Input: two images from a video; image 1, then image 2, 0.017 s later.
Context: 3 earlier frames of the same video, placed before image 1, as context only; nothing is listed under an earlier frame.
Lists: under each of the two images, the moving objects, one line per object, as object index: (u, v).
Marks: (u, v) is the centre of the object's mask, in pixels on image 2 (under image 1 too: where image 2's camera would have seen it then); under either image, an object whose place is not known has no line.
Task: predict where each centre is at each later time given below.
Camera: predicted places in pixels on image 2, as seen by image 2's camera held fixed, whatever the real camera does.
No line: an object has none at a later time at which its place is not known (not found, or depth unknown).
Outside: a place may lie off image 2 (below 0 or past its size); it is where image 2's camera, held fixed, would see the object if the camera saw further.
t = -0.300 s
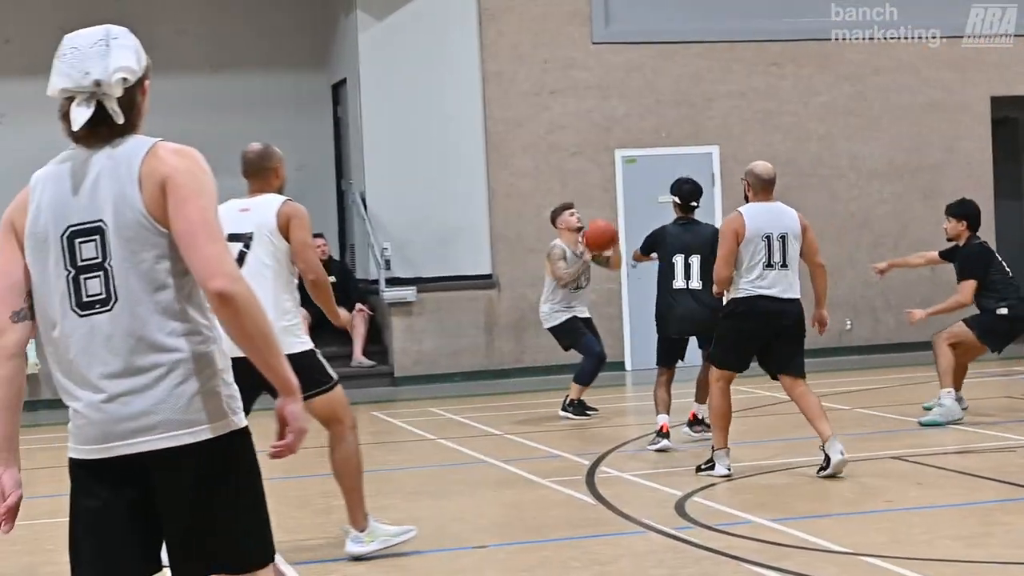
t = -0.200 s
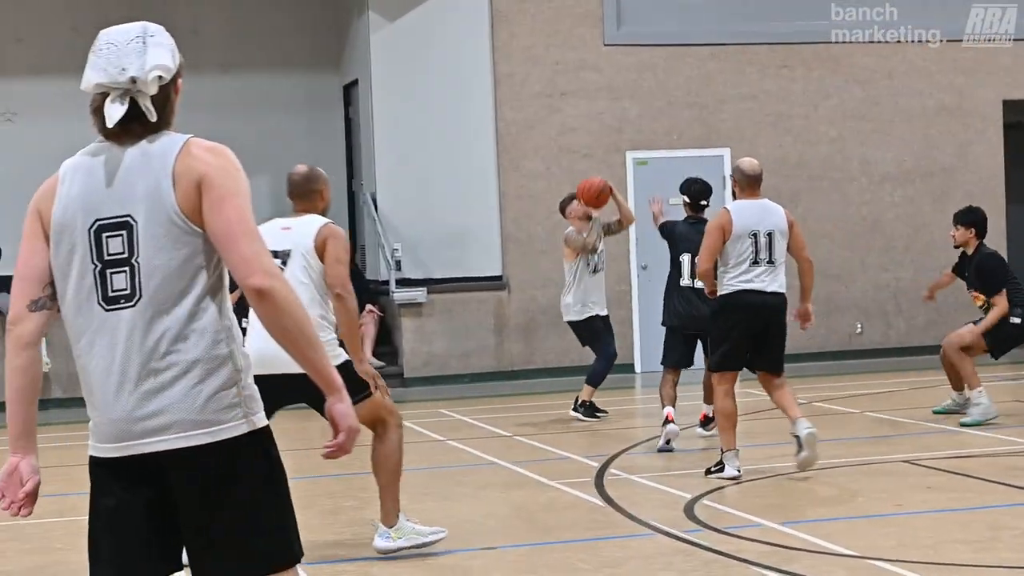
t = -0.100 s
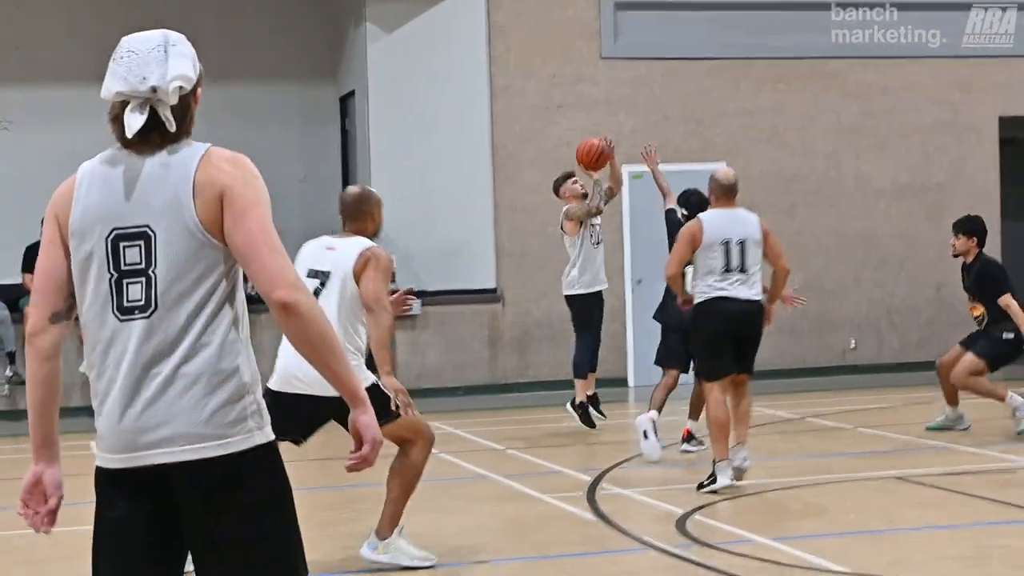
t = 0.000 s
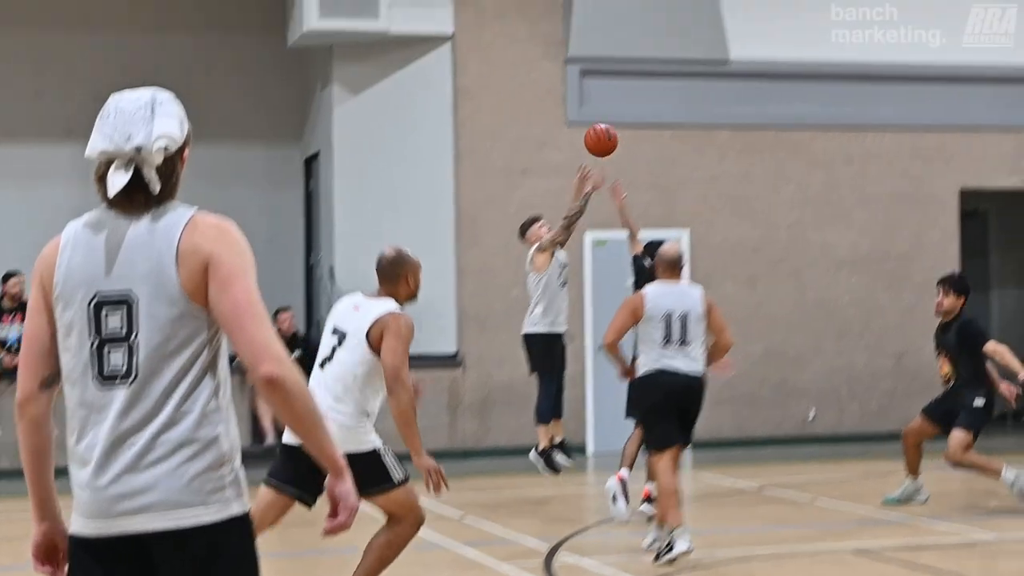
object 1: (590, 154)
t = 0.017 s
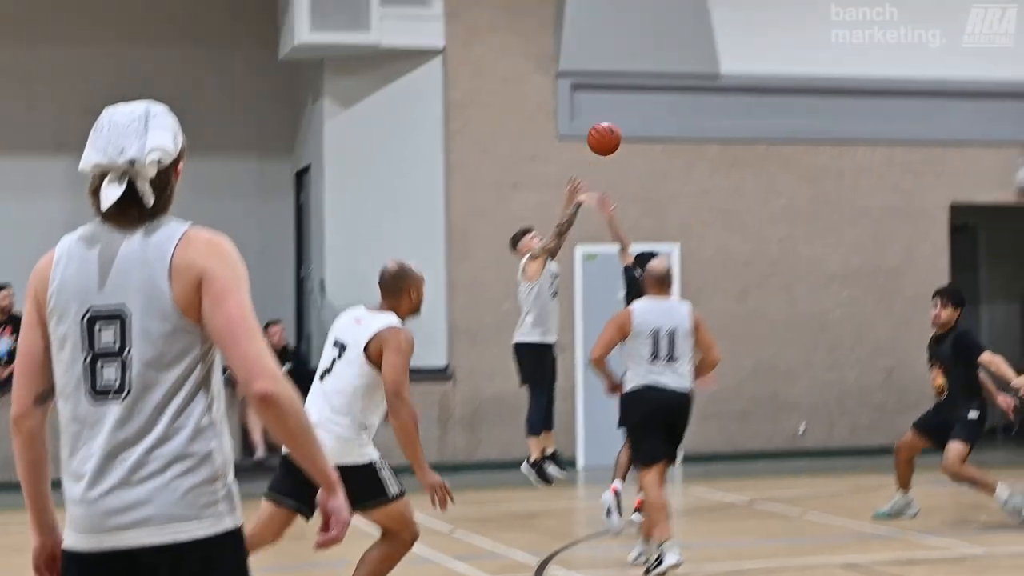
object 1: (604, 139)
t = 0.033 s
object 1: (617, 124)
